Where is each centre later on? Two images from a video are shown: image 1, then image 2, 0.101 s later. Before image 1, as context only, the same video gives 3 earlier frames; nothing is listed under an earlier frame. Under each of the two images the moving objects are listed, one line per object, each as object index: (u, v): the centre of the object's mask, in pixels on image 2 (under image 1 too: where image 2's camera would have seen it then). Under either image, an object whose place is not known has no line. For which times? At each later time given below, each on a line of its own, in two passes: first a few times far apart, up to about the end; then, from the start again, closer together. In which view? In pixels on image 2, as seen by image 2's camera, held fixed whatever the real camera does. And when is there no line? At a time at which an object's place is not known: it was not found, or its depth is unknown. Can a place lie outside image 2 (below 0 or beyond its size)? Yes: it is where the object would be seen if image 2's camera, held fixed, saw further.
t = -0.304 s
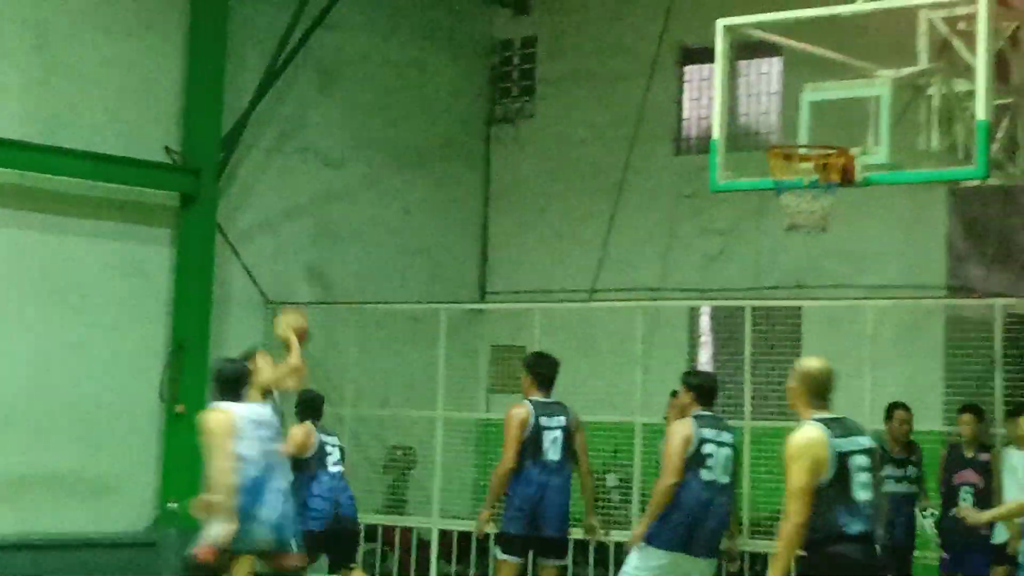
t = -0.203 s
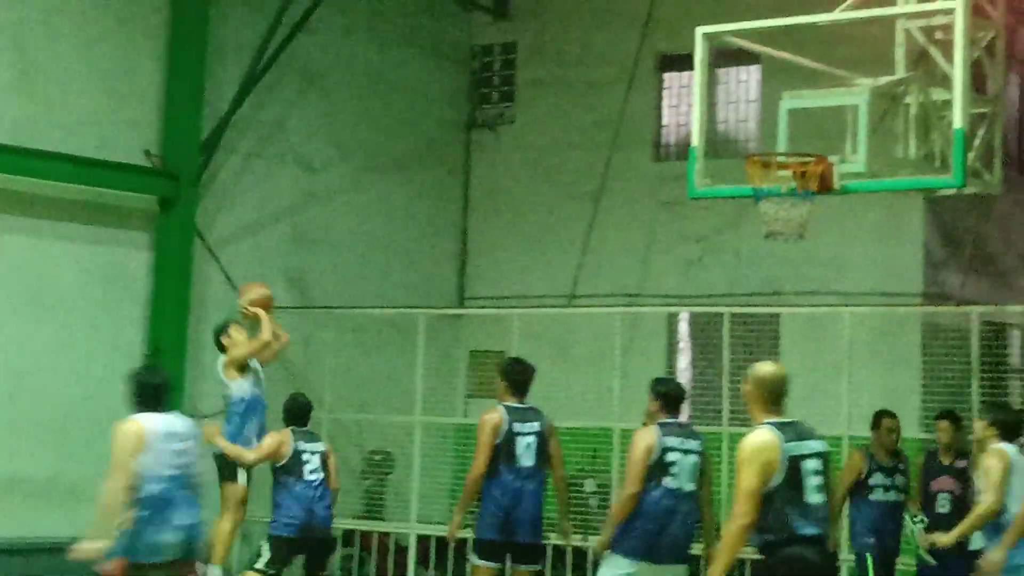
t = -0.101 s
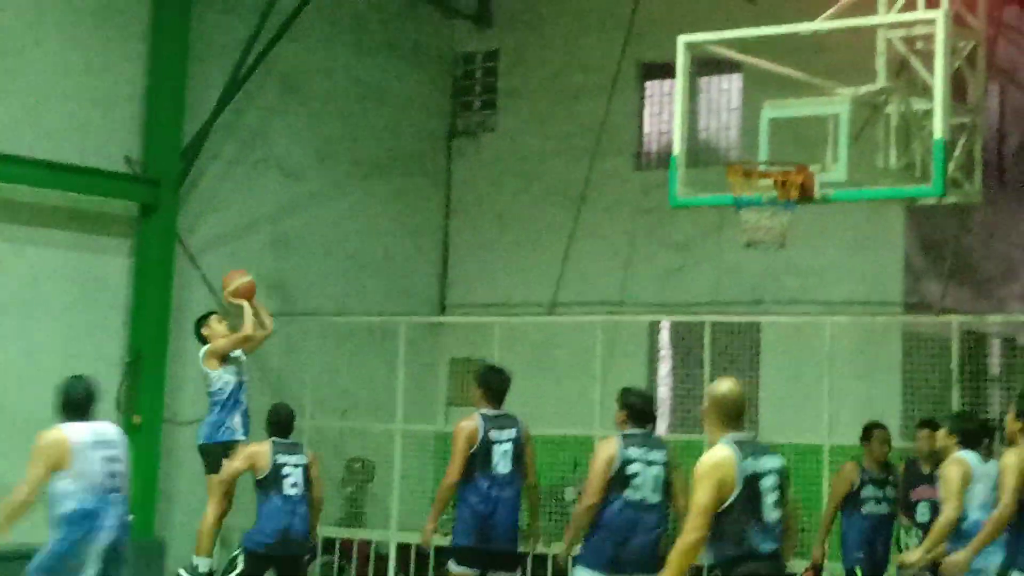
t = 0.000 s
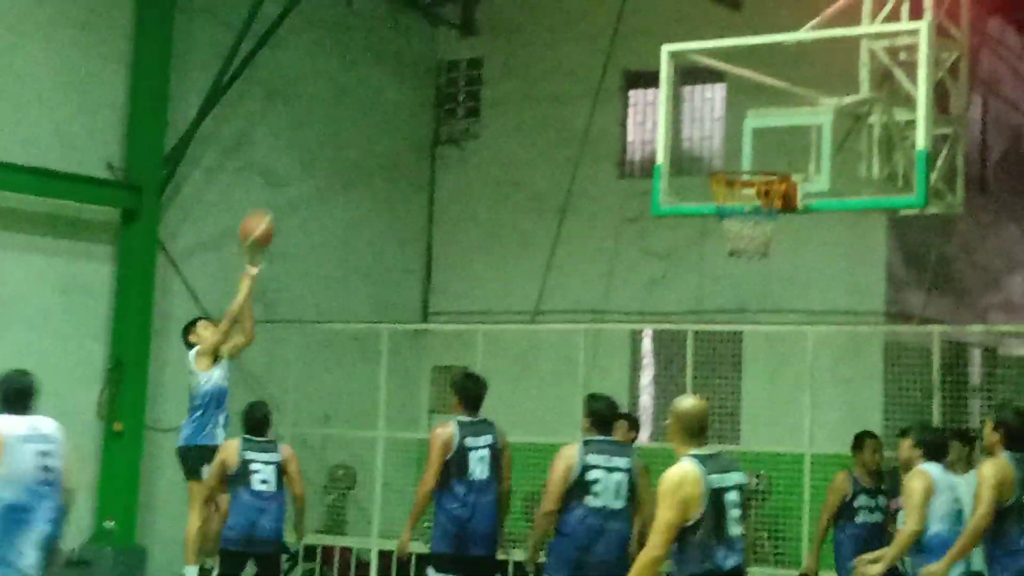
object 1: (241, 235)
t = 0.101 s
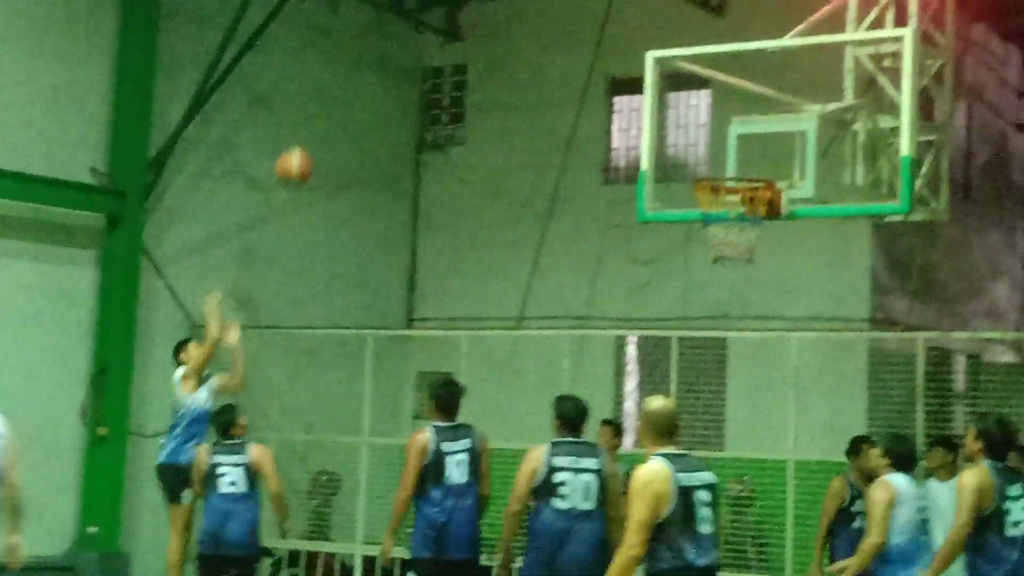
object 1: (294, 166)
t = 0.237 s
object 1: (365, 99)
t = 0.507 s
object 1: (505, 37)
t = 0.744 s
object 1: (625, 74)
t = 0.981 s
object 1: (752, 201)
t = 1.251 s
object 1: (731, 231)
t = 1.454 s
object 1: (719, 274)
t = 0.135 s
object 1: (312, 147)
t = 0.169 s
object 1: (329, 129)
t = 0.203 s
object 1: (348, 114)
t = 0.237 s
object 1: (365, 99)
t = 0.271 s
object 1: (382, 86)
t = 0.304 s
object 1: (399, 75)
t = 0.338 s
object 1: (417, 65)
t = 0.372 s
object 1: (434, 56)
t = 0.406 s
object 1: (450, 49)
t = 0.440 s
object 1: (469, 43)
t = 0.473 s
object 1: (486, 39)
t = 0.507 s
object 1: (505, 37)
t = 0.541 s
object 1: (521, 37)
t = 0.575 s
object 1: (539, 37)
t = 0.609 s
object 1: (557, 42)
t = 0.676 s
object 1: (593, 54)
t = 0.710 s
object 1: (612, 64)
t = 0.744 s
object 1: (625, 74)
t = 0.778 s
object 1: (647, 86)
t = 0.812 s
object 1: (664, 101)
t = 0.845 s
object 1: (681, 118)
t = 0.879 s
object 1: (704, 138)
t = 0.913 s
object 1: (718, 156)
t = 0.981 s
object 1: (752, 201)
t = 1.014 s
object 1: (759, 223)
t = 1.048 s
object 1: (764, 229)
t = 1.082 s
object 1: (763, 227)
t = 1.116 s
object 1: (754, 217)
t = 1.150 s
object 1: (752, 218)
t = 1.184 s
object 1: (745, 230)
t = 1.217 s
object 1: (736, 229)
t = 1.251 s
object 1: (731, 231)
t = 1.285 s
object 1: (727, 234)
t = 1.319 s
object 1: (723, 239)
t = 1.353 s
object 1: (722, 250)
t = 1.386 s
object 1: (722, 257)
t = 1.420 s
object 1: (714, 266)
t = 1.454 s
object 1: (719, 274)
